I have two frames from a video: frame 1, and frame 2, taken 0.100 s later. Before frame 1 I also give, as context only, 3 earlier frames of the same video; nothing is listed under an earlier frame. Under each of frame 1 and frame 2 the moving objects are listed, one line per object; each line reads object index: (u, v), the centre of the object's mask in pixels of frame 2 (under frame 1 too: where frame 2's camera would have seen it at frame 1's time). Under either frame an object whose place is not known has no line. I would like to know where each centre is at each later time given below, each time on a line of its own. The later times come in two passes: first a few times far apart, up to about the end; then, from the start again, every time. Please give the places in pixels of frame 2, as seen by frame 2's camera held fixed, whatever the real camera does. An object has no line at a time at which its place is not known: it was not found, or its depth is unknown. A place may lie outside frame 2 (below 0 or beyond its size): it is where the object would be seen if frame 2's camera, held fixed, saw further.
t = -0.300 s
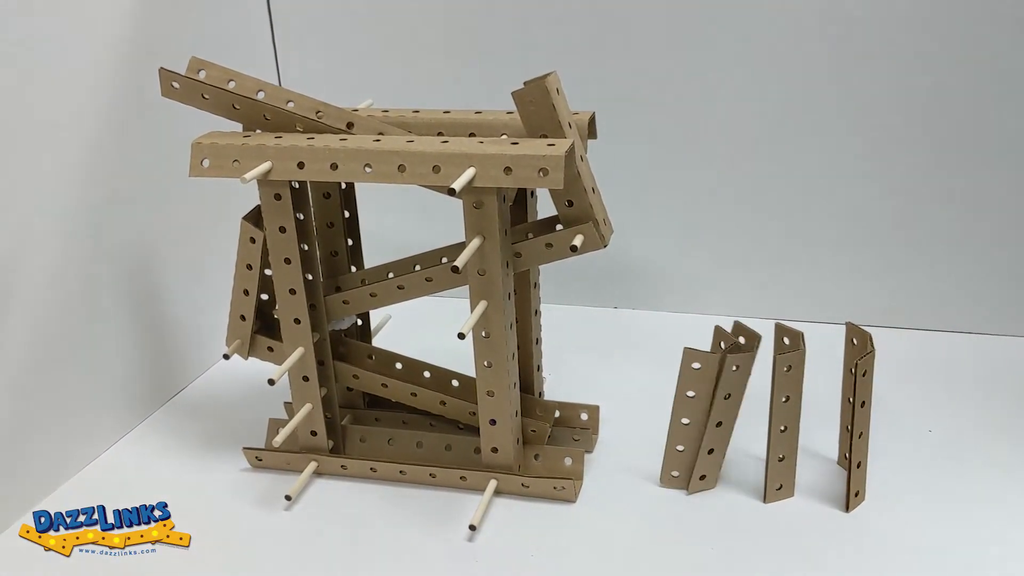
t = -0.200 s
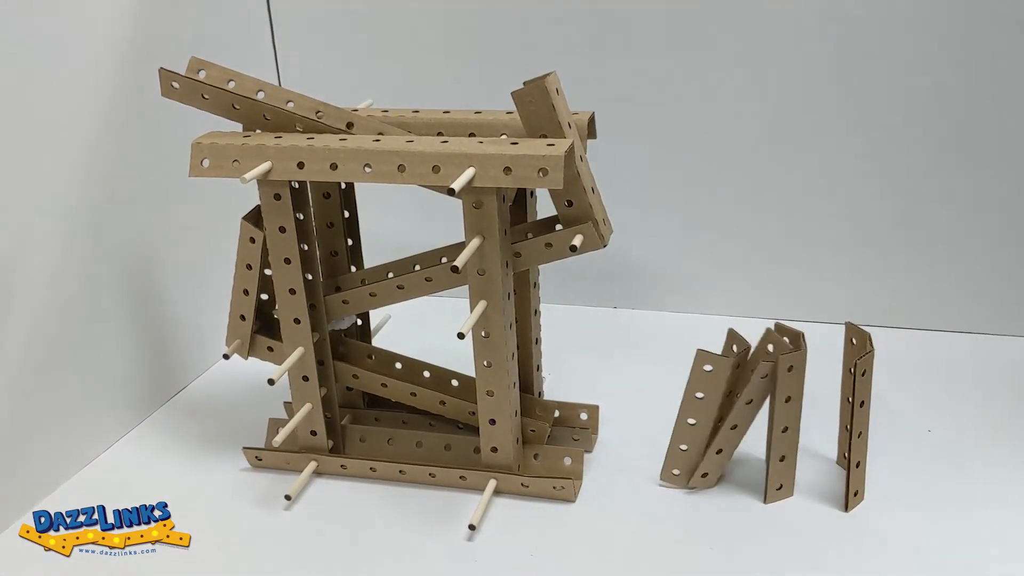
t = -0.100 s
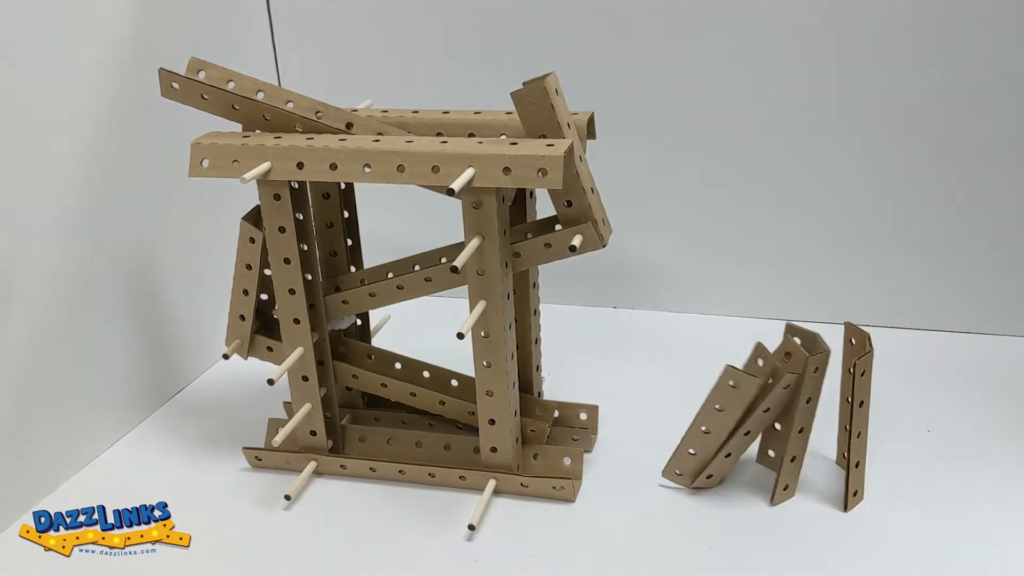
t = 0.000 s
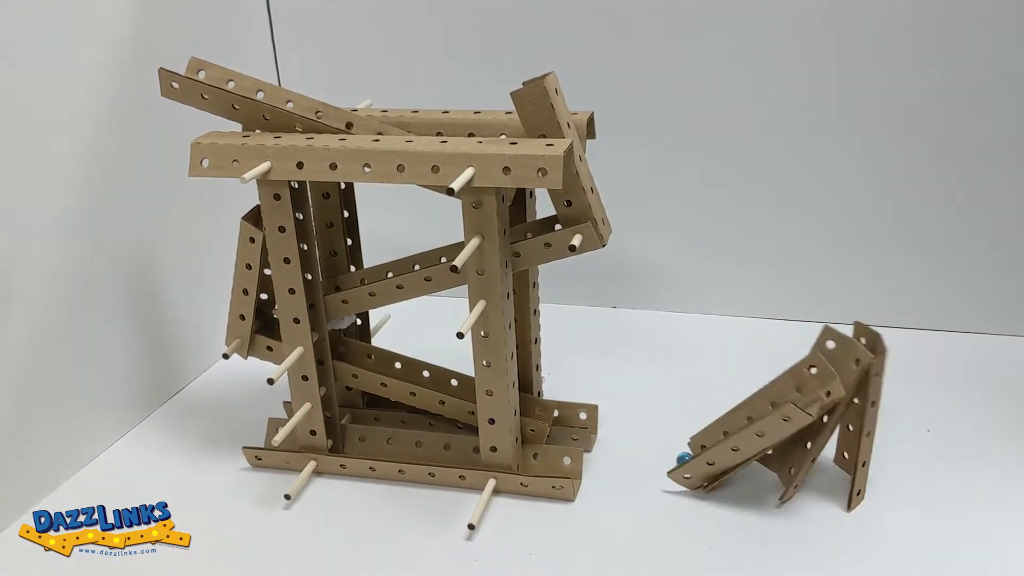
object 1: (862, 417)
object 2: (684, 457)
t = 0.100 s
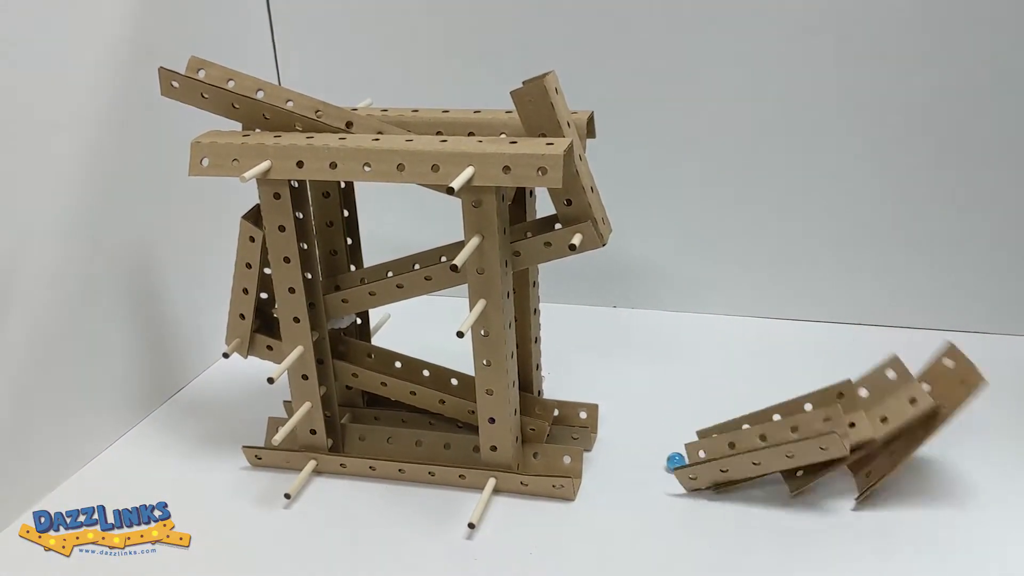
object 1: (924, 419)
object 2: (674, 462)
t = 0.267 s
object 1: (979, 485)
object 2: (658, 464)
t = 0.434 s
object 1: (977, 485)
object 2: (643, 465)
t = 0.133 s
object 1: (953, 436)
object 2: (671, 463)
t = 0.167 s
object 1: (963, 484)
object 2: (668, 464)
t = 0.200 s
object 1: (967, 479)
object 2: (665, 464)
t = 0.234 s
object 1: (969, 484)
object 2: (661, 464)
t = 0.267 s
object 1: (979, 485)
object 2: (658, 464)
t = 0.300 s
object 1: (977, 486)
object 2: (655, 464)
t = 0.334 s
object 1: (978, 486)
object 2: (652, 464)
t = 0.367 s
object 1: (977, 485)
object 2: (649, 464)
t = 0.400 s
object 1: (977, 485)
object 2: (646, 465)
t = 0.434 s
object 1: (977, 485)
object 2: (643, 465)
